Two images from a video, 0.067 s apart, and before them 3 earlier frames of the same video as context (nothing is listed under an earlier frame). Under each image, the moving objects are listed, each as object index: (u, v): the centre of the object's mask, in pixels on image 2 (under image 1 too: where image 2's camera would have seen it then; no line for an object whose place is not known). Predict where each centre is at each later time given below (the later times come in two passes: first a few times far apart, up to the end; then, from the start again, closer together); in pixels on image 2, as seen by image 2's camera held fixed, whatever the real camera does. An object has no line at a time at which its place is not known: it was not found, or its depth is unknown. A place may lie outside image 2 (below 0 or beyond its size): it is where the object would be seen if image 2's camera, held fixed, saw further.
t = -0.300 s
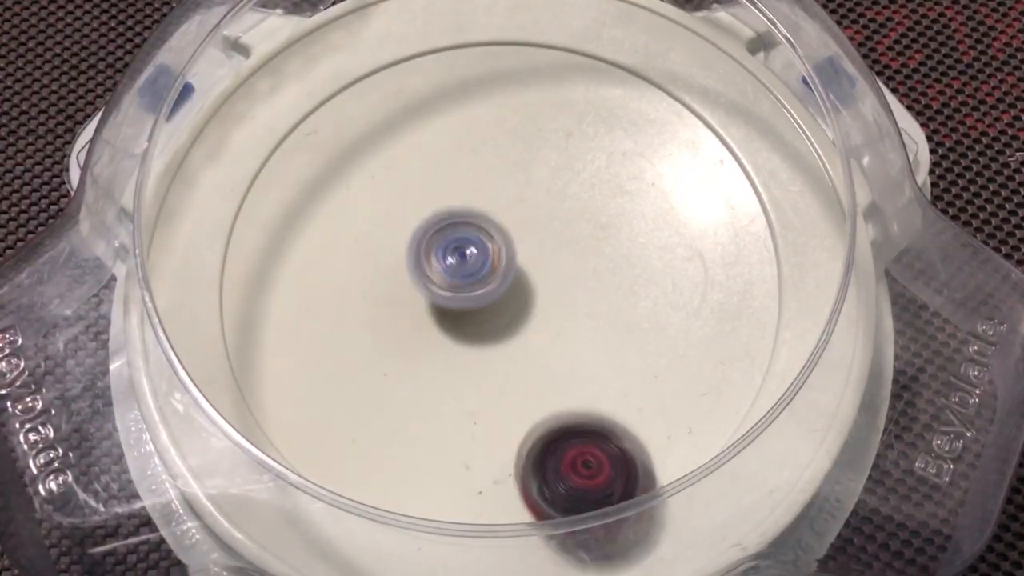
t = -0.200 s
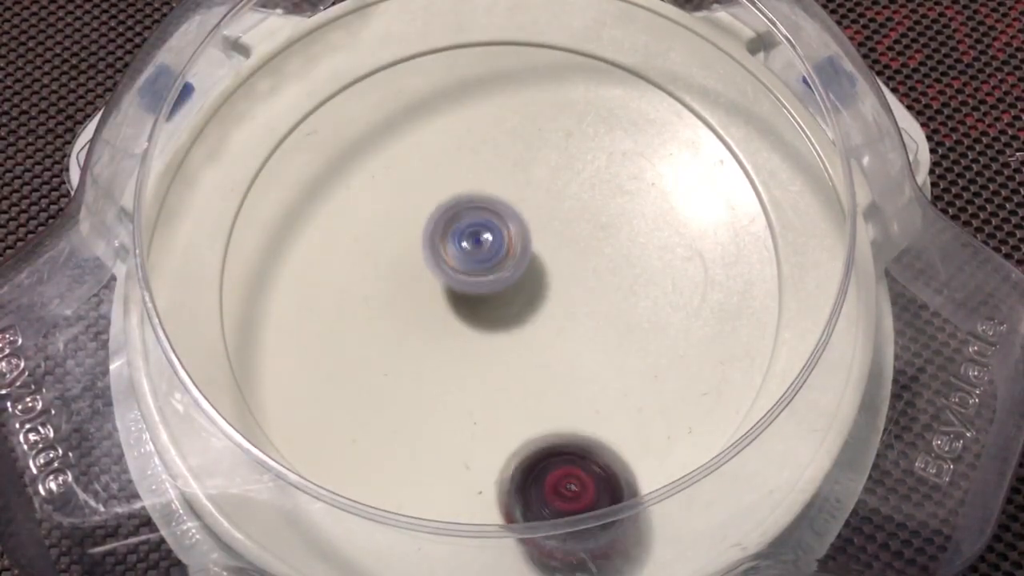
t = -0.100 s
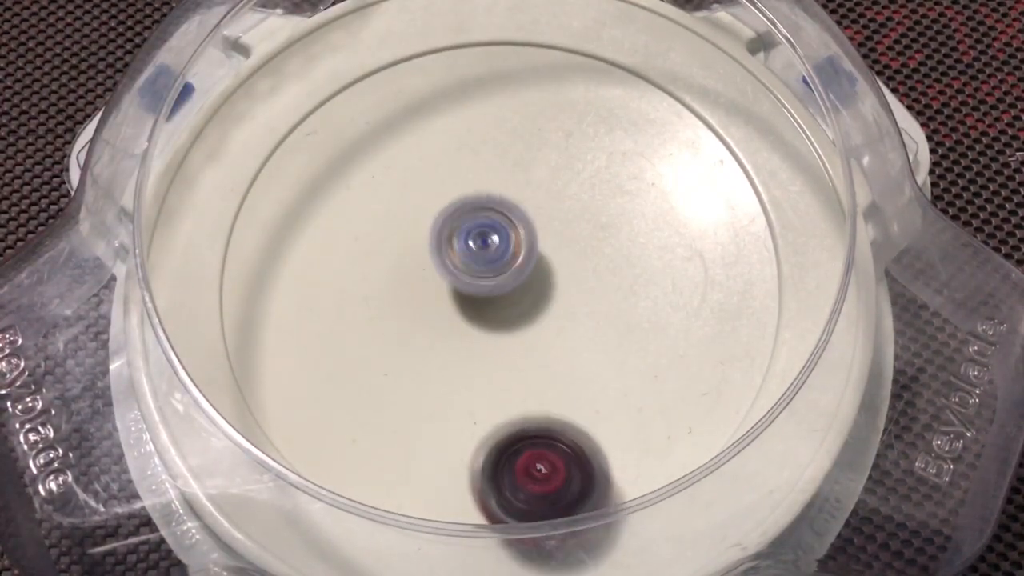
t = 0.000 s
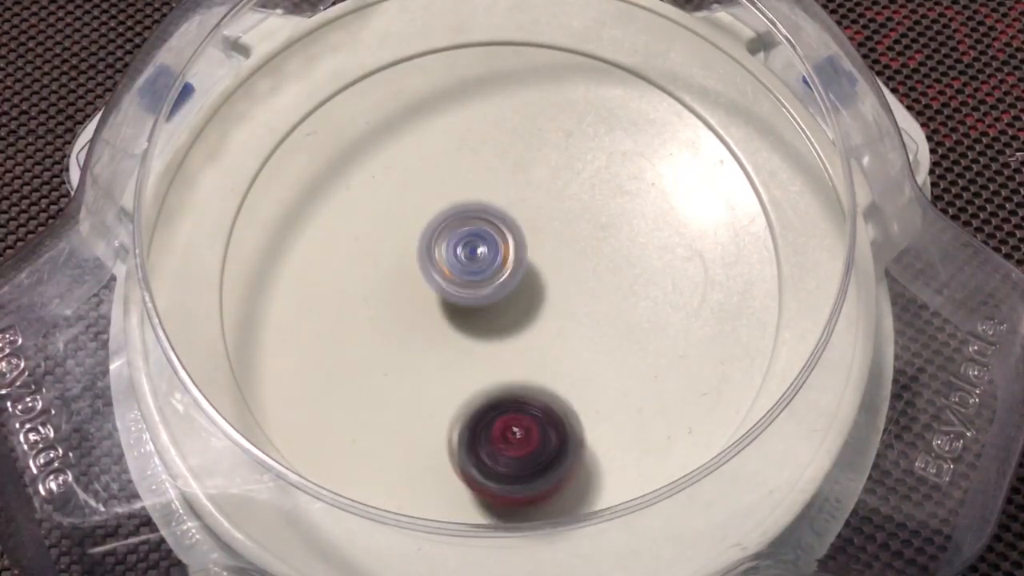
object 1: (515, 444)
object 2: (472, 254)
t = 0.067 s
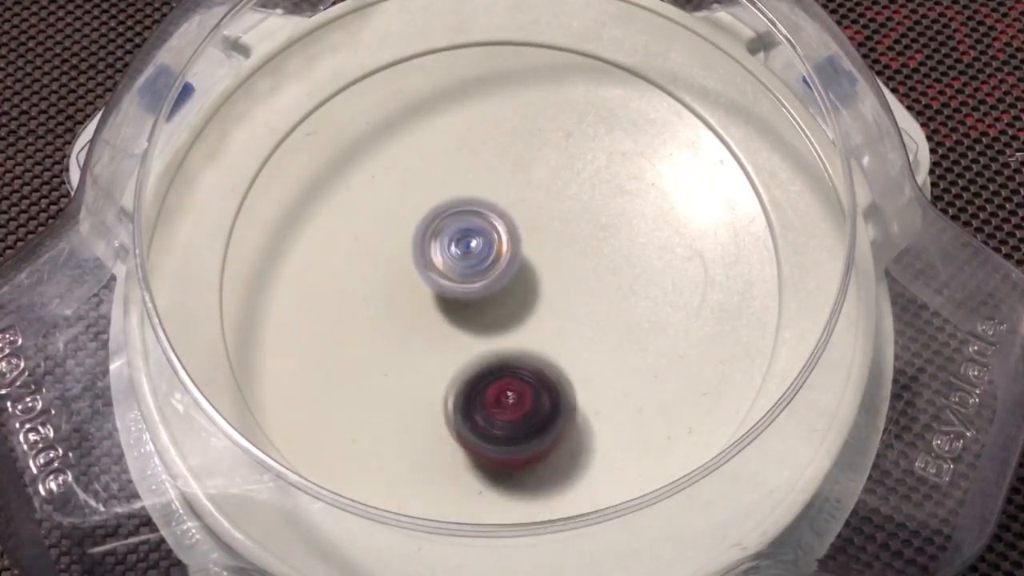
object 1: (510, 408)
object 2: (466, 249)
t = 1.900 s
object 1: (525, 186)
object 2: (463, 303)
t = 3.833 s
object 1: (436, 206)
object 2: (551, 298)
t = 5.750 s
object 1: (489, 343)
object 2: (526, 236)
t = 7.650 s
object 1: (592, 205)
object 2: (405, 294)
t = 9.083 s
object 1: (529, 192)
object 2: (453, 316)
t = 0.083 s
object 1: (510, 398)
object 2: (467, 246)
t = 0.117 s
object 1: (513, 379)
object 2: (471, 239)
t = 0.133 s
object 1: (516, 370)
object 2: (475, 235)
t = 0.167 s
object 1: (523, 352)
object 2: (479, 228)
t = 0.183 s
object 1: (528, 342)
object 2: (482, 225)
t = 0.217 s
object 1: (540, 321)
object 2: (489, 219)
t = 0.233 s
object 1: (548, 313)
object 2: (490, 215)
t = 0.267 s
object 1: (570, 304)
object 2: (490, 203)
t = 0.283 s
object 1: (581, 300)
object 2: (490, 198)
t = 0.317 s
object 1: (603, 291)
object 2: (490, 191)
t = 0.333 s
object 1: (612, 288)
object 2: (490, 190)
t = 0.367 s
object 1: (634, 282)
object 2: (491, 192)
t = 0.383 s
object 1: (645, 279)
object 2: (490, 194)
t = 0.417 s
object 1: (663, 276)
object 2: (485, 199)
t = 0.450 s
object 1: (681, 274)
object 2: (478, 206)
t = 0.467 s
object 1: (689, 274)
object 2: (474, 210)
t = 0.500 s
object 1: (702, 275)
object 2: (465, 219)
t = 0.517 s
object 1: (707, 276)
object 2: (462, 224)
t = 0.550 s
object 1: (715, 281)
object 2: (457, 233)
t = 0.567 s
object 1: (718, 285)
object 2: (454, 237)
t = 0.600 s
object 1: (721, 293)
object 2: (450, 245)
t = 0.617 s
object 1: (721, 297)
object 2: (448, 249)
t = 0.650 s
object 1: (718, 303)
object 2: (444, 255)
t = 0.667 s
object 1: (714, 307)
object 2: (443, 257)
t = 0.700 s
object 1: (700, 313)
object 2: (440, 259)
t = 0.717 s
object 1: (691, 316)
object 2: (439, 259)
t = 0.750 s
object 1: (670, 319)
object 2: (439, 256)
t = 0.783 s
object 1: (646, 320)
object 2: (443, 254)
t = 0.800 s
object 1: (634, 319)
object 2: (447, 253)
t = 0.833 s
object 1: (611, 314)
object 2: (459, 254)
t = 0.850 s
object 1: (601, 310)
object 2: (465, 254)
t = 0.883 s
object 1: (587, 300)
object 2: (477, 257)
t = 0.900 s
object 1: (590, 296)
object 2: (470, 254)
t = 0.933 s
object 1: (593, 287)
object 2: (460, 252)
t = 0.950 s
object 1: (595, 280)
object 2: (458, 251)
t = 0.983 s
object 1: (598, 266)
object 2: (455, 249)
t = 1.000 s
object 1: (600, 260)
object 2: (453, 248)
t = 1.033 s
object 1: (605, 248)
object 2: (455, 247)
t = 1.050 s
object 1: (607, 242)
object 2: (456, 247)
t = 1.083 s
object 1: (612, 230)
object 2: (460, 247)
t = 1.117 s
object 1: (618, 221)
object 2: (467, 248)
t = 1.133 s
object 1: (621, 217)
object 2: (470, 247)
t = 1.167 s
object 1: (623, 211)
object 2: (480, 251)
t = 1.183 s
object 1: (624, 211)
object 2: (484, 254)
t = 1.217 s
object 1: (626, 209)
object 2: (492, 260)
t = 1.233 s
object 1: (626, 208)
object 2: (498, 264)
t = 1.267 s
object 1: (623, 208)
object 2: (504, 273)
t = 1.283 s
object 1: (622, 208)
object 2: (507, 280)
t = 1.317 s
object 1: (619, 209)
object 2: (510, 290)
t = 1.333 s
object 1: (616, 210)
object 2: (508, 293)
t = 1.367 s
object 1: (610, 212)
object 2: (505, 299)
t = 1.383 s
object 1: (607, 212)
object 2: (503, 300)
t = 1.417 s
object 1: (599, 214)
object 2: (498, 299)
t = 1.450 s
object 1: (590, 216)
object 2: (491, 292)
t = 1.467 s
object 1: (584, 217)
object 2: (488, 288)
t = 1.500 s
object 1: (575, 216)
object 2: (476, 280)
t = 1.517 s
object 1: (577, 211)
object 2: (461, 281)
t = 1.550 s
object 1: (577, 202)
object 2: (436, 280)
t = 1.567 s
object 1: (577, 199)
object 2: (424, 280)
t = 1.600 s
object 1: (574, 194)
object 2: (409, 279)
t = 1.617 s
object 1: (571, 192)
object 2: (403, 275)
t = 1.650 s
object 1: (565, 189)
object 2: (396, 272)
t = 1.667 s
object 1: (562, 188)
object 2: (397, 270)
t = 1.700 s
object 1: (556, 186)
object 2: (400, 268)
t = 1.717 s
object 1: (552, 185)
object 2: (403, 269)
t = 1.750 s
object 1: (546, 185)
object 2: (412, 271)
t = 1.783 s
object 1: (540, 185)
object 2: (423, 274)
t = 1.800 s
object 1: (538, 184)
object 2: (426, 277)
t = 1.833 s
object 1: (534, 185)
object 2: (439, 286)
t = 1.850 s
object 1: (532, 185)
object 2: (444, 289)
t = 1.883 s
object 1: (528, 186)
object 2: (458, 301)
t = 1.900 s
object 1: (525, 186)
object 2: (463, 303)
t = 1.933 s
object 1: (521, 187)
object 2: (473, 314)
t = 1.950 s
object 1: (518, 186)
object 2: (479, 319)
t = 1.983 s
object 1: (512, 184)
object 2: (484, 328)
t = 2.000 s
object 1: (509, 183)
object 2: (487, 332)
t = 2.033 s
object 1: (504, 181)
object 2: (486, 336)
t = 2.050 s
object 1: (500, 180)
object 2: (486, 337)
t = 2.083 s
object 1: (495, 179)
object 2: (483, 334)
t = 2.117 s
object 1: (491, 179)
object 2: (482, 326)
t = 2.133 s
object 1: (488, 180)
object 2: (479, 321)
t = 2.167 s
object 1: (484, 183)
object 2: (479, 306)
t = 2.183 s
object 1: (482, 186)
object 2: (476, 298)
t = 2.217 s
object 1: (477, 182)
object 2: (473, 293)
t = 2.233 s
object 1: (473, 177)
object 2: (471, 292)
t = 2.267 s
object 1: (465, 170)
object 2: (470, 292)
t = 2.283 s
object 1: (462, 168)
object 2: (469, 288)
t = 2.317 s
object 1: (458, 166)
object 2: (469, 282)
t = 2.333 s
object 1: (457, 166)
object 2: (469, 276)
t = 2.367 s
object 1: (456, 163)
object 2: (468, 276)
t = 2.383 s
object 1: (455, 153)
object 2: (472, 287)
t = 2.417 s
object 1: (457, 139)
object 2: (478, 303)
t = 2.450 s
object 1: (459, 131)
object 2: (487, 318)
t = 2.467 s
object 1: (461, 129)
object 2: (489, 321)
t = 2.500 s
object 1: (465, 128)
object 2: (496, 327)
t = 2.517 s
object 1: (467, 129)
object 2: (498, 328)
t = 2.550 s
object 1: (472, 135)
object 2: (503, 328)
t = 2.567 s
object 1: (475, 139)
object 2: (504, 328)
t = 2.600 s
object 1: (480, 149)
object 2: (509, 323)
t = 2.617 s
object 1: (482, 154)
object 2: (510, 321)
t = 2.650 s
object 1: (488, 165)
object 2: (513, 314)
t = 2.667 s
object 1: (491, 173)
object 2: (514, 311)
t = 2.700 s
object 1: (496, 186)
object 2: (521, 303)
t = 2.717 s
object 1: (498, 193)
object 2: (523, 301)
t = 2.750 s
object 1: (497, 193)
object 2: (537, 310)
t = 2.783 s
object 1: (497, 193)
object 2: (546, 320)
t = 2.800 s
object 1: (496, 193)
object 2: (549, 323)
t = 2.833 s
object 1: (492, 193)
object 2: (555, 329)
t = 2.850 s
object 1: (490, 193)
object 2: (558, 332)
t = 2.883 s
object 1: (483, 193)
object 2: (563, 335)
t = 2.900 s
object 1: (479, 194)
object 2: (565, 336)
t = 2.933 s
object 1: (472, 197)
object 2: (568, 339)
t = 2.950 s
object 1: (469, 198)
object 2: (568, 340)
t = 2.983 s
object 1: (464, 202)
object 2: (568, 341)
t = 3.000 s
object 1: (462, 204)
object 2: (567, 343)
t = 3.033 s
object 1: (458, 208)
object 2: (563, 343)
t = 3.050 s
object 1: (456, 210)
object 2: (562, 344)
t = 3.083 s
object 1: (455, 215)
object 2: (555, 344)
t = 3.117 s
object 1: (453, 219)
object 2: (548, 344)
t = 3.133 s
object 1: (452, 221)
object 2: (543, 344)
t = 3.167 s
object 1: (452, 224)
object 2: (534, 342)
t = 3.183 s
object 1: (452, 226)
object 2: (530, 343)
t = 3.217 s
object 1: (451, 230)
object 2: (519, 341)
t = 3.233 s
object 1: (451, 232)
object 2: (515, 339)
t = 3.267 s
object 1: (450, 236)
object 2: (504, 337)
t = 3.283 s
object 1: (448, 237)
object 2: (501, 341)
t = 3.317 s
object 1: (434, 220)
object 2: (507, 359)
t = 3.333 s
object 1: (429, 213)
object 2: (509, 366)
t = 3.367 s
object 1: (421, 200)
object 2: (512, 377)
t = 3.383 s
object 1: (418, 196)
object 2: (512, 379)
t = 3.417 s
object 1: (417, 190)
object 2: (514, 380)
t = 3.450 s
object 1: (417, 187)
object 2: (515, 377)
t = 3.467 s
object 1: (417, 186)
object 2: (514, 375)
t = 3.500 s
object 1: (421, 188)
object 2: (512, 363)
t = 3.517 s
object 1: (423, 188)
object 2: (510, 360)
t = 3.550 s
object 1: (428, 193)
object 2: (505, 347)
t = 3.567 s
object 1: (431, 195)
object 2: (504, 339)
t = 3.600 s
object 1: (437, 201)
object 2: (501, 327)
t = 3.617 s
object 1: (439, 205)
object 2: (501, 320)
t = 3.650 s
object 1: (443, 210)
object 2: (499, 309)
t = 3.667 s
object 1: (440, 208)
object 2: (507, 310)
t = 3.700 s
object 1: (434, 202)
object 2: (521, 312)
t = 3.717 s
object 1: (432, 201)
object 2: (526, 312)
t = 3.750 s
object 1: (431, 200)
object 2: (534, 309)
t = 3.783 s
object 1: (432, 201)
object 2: (542, 307)
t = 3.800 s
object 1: (432, 202)
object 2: (545, 304)
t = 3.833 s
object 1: (436, 206)
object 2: (551, 298)
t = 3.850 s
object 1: (437, 208)
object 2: (552, 296)
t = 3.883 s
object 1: (440, 214)
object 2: (557, 290)
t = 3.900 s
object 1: (442, 218)
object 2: (558, 288)
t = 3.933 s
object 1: (446, 224)
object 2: (561, 283)
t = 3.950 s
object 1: (448, 228)
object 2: (562, 281)
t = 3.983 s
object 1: (452, 236)
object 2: (562, 277)
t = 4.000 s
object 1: (450, 239)
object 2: (568, 277)
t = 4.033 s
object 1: (443, 243)
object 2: (575, 278)
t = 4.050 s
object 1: (442, 246)
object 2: (576, 278)
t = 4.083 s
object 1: (438, 251)
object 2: (577, 279)
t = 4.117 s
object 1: (437, 256)
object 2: (577, 281)
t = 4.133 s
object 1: (436, 258)
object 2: (575, 281)
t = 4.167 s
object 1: (435, 265)
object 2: (571, 282)
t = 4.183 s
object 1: (435, 267)
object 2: (568, 283)
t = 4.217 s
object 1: (436, 273)
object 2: (563, 284)
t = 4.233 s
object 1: (435, 276)
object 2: (559, 285)
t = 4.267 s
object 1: (432, 280)
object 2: (555, 285)
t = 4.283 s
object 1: (427, 283)
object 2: (559, 286)
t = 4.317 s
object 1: (419, 285)
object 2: (560, 290)
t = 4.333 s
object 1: (415, 286)
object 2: (560, 290)
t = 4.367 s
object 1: (410, 288)
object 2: (558, 291)
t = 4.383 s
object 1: (409, 289)
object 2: (555, 291)
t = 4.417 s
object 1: (406, 290)
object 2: (550, 291)
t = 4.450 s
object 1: (405, 291)
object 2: (543, 290)
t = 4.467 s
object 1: (405, 292)
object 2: (540, 290)
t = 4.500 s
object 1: (405, 294)
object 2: (533, 288)
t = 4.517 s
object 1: (406, 294)
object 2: (531, 287)
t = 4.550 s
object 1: (401, 297)
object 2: (531, 284)
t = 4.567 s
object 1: (397, 297)
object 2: (534, 281)
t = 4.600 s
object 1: (393, 297)
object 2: (536, 278)
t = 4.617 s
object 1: (391, 298)
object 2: (536, 276)
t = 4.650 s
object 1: (389, 298)
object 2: (535, 272)
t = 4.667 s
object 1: (389, 297)
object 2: (535, 272)
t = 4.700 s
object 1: (390, 297)
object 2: (533, 268)
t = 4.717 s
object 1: (391, 297)
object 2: (533, 266)
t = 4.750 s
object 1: (394, 297)
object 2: (531, 264)
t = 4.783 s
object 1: (397, 297)
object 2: (527, 262)
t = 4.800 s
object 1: (400, 297)
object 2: (527, 260)
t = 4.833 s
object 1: (405, 297)
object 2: (524, 258)
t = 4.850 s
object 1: (408, 296)
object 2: (522, 257)
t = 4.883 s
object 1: (405, 301)
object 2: (530, 272)
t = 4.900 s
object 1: (400, 304)
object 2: (538, 267)
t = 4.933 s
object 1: (395, 306)
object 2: (551, 260)
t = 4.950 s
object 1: (394, 307)
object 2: (554, 258)
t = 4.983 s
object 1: (393, 308)
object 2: (559, 254)
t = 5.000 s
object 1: (393, 308)
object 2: (562, 256)
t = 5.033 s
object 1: (394, 309)
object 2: (562, 255)
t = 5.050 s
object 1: (395, 308)
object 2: (563, 255)
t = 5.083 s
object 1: (399, 308)
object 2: (562, 254)
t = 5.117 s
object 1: (403, 307)
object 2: (559, 251)
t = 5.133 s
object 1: (406, 307)
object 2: (555, 253)
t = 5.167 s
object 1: (412, 306)
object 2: (552, 253)
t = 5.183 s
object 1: (415, 305)
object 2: (547, 256)
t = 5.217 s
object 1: (422, 305)
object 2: (543, 255)
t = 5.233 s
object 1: (426, 305)
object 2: (546, 237)
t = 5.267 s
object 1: (436, 304)
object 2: (542, 239)
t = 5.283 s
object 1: (441, 303)
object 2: (539, 239)
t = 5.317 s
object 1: (444, 309)
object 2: (543, 234)
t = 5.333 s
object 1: (444, 312)
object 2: (546, 233)
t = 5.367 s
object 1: (446, 317)
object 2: (548, 231)
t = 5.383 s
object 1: (448, 319)
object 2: (549, 231)
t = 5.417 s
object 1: (452, 323)
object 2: (548, 232)
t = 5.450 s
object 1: (457, 327)
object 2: (545, 234)
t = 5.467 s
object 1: (459, 328)
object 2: (544, 233)
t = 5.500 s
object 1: (463, 331)
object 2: (541, 235)
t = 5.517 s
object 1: (465, 332)
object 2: (539, 237)
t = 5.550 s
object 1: (470, 333)
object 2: (535, 238)
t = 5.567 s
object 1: (472, 334)
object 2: (534, 239)
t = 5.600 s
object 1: (475, 337)
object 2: (534, 238)
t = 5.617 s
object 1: (476, 339)
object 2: (533, 237)
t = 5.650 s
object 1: (480, 340)
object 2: (531, 238)
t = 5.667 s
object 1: (481, 341)
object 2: (530, 239)
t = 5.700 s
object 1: (485, 340)
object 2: (527, 238)
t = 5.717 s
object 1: (487, 342)
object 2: (528, 237)
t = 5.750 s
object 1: (489, 343)
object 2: (526, 236)
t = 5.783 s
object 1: (493, 342)
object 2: (524, 235)
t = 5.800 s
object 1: (495, 341)
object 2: (522, 235)
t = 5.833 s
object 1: (498, 349)
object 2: (520, 226)
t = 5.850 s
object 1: (498, 355)
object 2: (520, 219)
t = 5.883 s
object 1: (500, 361)
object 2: (518, 209)
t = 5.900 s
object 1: (500, 364)
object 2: (518, 206)
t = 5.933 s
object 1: (501, 367)
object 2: (515, 202)
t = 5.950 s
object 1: (501, 368)
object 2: (514, 200)
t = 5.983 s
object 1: (502, 369)
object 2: (511, 199)
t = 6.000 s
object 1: (502, 369)
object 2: (510, 200)
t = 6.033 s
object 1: (504, 368)
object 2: (507, 200)
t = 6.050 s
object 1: (505, 368)
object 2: (507, 200)
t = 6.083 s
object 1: (507, 365)
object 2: (505, 200)
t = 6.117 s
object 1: (508, 363)
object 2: (502, 201)
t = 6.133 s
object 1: (509, 361)
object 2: (501, 201)
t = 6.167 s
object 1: (511, 357)
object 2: (500, 202)
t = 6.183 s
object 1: (512, 354)
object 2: (499, 204)
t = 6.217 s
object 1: (514, 350)
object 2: (497, 205)
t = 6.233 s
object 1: (515, 346)
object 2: (498, 205)
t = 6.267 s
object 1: (518, 341)
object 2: (497, 207)
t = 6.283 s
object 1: (519, 337)
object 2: (495, 207)
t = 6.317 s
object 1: (523, 330)
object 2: (494, 209)
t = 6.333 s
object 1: (524, 326)
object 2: (495, 210)
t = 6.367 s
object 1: (528, 319)
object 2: (494, 211)
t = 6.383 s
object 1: (529, 315)
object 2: (493, 211)
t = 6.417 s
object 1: (538, 315)
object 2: (489, 206)
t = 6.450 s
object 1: (544, 317)
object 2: (483, 197)
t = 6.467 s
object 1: (546, 316)
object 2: (480, 194)
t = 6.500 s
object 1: (548, 315)
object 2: (476, 191)
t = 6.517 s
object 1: (549, 313)
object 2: (474, 191)
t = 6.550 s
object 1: (550, 310)
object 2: (472, 192)
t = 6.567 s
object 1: (550, 306)
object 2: (471, 193)
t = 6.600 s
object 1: (552, 301)
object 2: (469, 197)
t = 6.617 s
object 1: (552, 297)
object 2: (468, 198)
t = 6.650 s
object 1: (554, 290)
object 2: (468, 203)
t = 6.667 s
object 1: (555, 287)
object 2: (467, 207)
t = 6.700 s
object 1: (559, 281)
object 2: (465, 211)
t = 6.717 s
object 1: (563, 280)
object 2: (462, 212)
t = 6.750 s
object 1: (569, 277)
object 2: (457, 214)
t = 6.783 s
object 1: (573, 274)
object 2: (455, 216)
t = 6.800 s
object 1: (574, 272)
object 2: (455, 218)
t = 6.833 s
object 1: (576, 269)
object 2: (454, 221)
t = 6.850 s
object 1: (578, 267)
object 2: (455, 222)
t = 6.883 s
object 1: (579, 263)
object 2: (455, 226)
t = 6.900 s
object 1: (580, 261)
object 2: (455, 228)
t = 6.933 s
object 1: (580, 257)
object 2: (456, 231)
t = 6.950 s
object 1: (580, 256)
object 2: (457, 234)
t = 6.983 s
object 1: (580, 251)
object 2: (458, 237)
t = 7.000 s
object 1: (580, 250)
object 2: (458, 238)
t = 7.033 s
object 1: (579, 246)
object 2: (459, 242)
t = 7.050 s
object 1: (579, 244)
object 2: (460, 244)
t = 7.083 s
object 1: (581, 241)
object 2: (457, 247)
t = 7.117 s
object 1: (584, 239)
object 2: (451, 250)
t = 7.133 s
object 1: (585, 238)
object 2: (449, 252)
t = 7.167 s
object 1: (585, 236)
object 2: (446, 254)
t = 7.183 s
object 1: (585, 235)
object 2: (446, 255)
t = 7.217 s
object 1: (584, 234)
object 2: (447, 256)
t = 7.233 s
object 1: (583, 233)
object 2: (447, 258)
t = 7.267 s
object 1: (579, 232)
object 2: (449, 259)
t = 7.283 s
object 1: (578, 231)
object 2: (451, 260)
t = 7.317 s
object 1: (573, 230)
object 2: (454, 261)
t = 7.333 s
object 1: (570, 229)
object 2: (455, 262)
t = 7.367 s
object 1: (576, 222)
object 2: (442, 269)
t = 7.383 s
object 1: (582, 218)
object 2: (431, 274)
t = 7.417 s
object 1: (591, 212)
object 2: (415, 280)
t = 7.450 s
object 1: (596, 209)
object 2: (405, 285)
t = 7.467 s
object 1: (597, 208)
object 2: (402, 286)
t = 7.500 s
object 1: (600, 206)
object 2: (397, 289)
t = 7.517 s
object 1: (600, 206)
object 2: (394, 290)
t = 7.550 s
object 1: (600, 205)
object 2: (393, 292)
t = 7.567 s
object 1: (599, 205)
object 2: (395, 293)
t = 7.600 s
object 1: (597, 205)
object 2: (398, 293)
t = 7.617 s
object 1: (596, 205)
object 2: (399, 293)
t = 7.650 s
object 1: (592, 205)
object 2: (405, 294)
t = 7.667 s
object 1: (591, 205)
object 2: (410, 295)
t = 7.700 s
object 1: (585, 206)
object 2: (418, 295)
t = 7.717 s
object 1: (583, 207)
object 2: (421, 295)
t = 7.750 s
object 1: (577, 209)
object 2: (430, 295)
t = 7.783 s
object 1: (569, 211)
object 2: (438, 295)
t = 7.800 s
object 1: (567, 212)
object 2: (442, 295)
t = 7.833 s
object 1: (558, 213)
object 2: (449, 292)
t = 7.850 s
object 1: (554, 214)
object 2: (451, 289)
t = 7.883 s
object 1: (546, 216)
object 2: (454, 285)
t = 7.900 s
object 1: (546, 213)
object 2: (450, 287)
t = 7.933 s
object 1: (549, 207)
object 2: (442, 291)
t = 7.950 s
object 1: (548, 205)
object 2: (439, 290)
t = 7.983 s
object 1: (547, 204)
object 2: (436, 291)
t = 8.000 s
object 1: (546, 203)
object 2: (434, 292)
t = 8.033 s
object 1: (542, 204)
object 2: (433, 292)
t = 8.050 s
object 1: (541, 204)
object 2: (432, 290)
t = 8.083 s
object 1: (535, 205)
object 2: (432, 289)
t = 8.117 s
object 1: (530, 207)
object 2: (433, 287)
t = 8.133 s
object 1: (527, 207)
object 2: (433, 287)
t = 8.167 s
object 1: (520, 209)
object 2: (434, 284)
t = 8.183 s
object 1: (519, 208)
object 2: (432, 284)
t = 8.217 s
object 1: (527, 196)
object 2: (415, 297)
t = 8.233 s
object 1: (532, 190)
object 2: (411, 300)
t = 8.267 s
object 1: (540, 183)
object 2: (402, 307)
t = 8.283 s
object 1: (543, 181)
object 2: (398, 310)
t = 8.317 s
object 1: (547, 179)
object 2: (397, 311)
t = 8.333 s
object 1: (548, 179)
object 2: (399, 310)
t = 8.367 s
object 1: (549, 181)
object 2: (402, 308)
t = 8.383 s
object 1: (549, 181)
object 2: (404, 307)
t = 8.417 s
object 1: (549, 184)
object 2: (411, 302)
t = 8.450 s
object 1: (548, 188)
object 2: (421, 297)
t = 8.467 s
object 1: (547, 191)
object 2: (428, 293)
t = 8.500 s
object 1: (544, 196)
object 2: (438, 287)
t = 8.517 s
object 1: (543, 198)
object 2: (442, 285)
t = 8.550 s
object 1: (538, 203)
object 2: (452, 280)
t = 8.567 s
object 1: (539, 201)
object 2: (450, 285)
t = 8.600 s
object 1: (547, 185)
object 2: (439, 305)
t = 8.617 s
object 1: (551, 179)
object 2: (434, 313)
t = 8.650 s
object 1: (557, 171)
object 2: (428, 326)
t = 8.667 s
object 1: (560, 170)
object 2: (428, 330)
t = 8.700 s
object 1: (565, 168)
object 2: (427, 335)
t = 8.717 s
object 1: (565, 168)
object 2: (427, 337)
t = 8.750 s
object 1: (567, 168)
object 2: (430, 338)
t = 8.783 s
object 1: (566, 172)
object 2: (434, 336)
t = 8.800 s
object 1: (566, 173)
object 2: (438, 335)
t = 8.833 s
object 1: (563, 177)
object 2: (445, 331)
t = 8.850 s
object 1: (562, 179)
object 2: (447, 328)
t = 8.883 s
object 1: (557, 184)
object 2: (453, 324)
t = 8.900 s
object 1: (554, 186)
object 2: (457, 321)
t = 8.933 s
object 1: (549, 191)
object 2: (462, 316)
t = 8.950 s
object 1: (546, 194)
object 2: (463, 313)
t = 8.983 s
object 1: (539, 199)
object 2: (467, 308)
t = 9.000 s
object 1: (535, 204)
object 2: (469, 305)
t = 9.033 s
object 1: (529, 205)
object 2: (468, 303)
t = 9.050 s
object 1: (528, 199)
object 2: (461, 308)
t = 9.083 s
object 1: (529, 192)
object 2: (453, 316)
